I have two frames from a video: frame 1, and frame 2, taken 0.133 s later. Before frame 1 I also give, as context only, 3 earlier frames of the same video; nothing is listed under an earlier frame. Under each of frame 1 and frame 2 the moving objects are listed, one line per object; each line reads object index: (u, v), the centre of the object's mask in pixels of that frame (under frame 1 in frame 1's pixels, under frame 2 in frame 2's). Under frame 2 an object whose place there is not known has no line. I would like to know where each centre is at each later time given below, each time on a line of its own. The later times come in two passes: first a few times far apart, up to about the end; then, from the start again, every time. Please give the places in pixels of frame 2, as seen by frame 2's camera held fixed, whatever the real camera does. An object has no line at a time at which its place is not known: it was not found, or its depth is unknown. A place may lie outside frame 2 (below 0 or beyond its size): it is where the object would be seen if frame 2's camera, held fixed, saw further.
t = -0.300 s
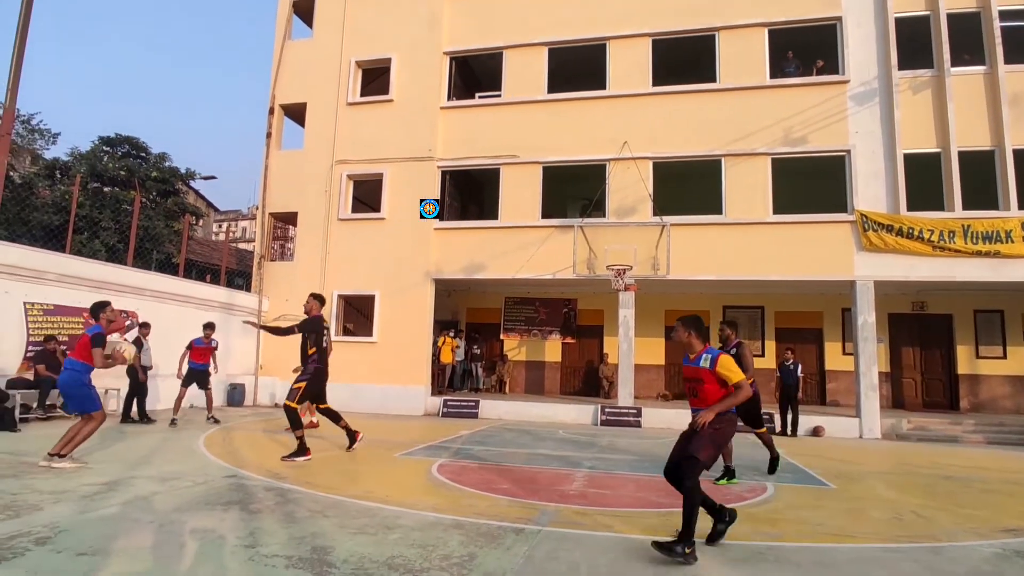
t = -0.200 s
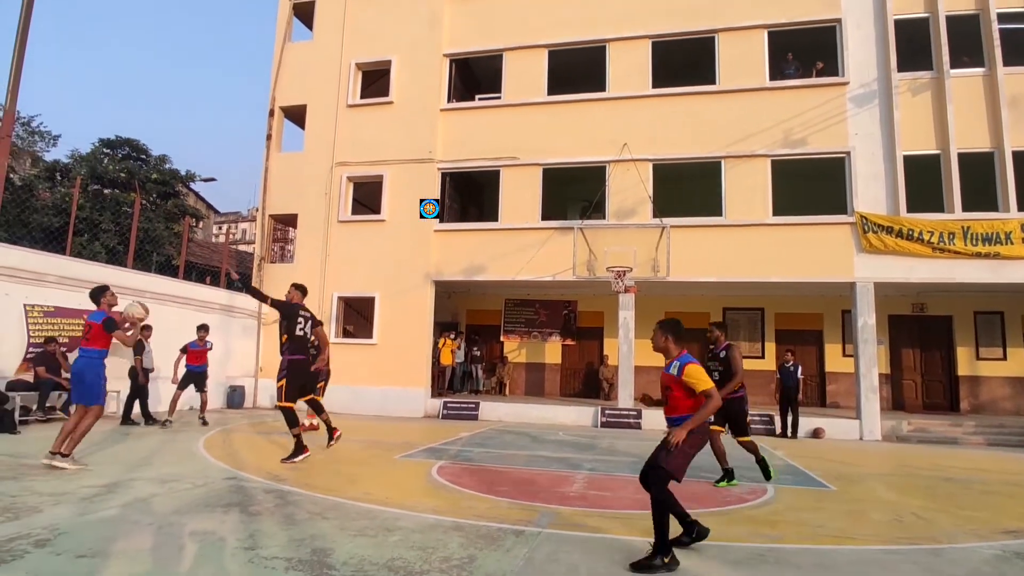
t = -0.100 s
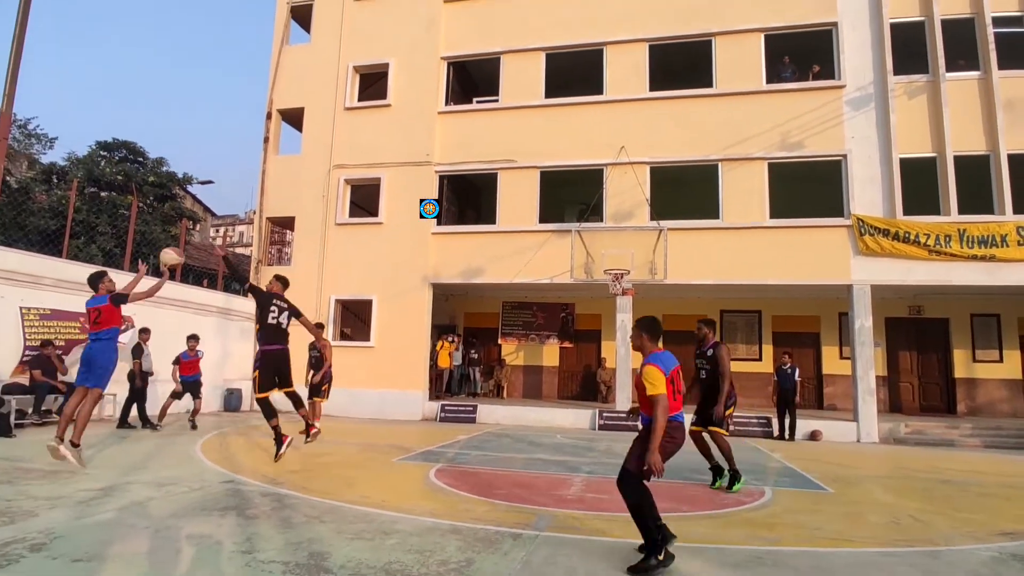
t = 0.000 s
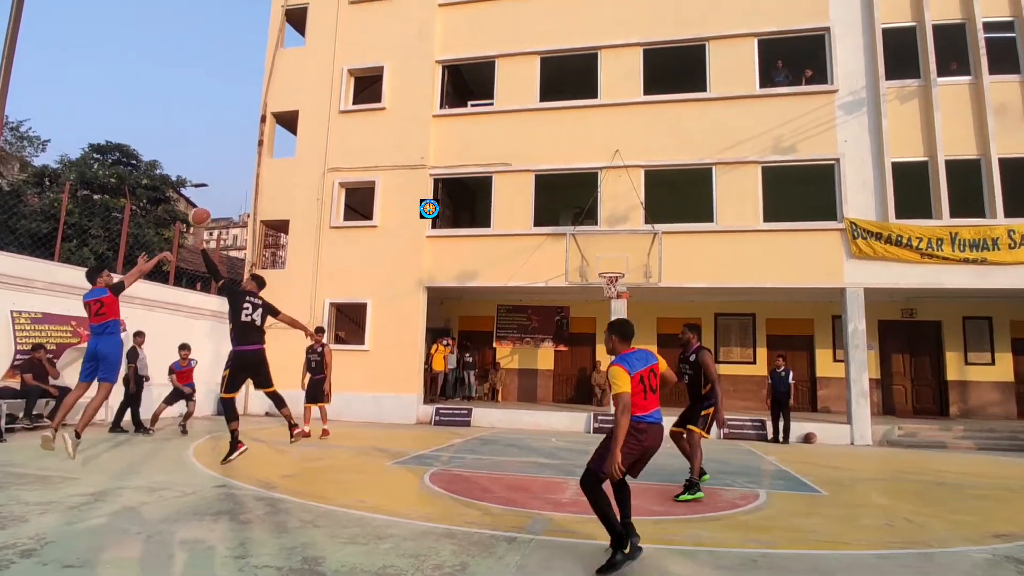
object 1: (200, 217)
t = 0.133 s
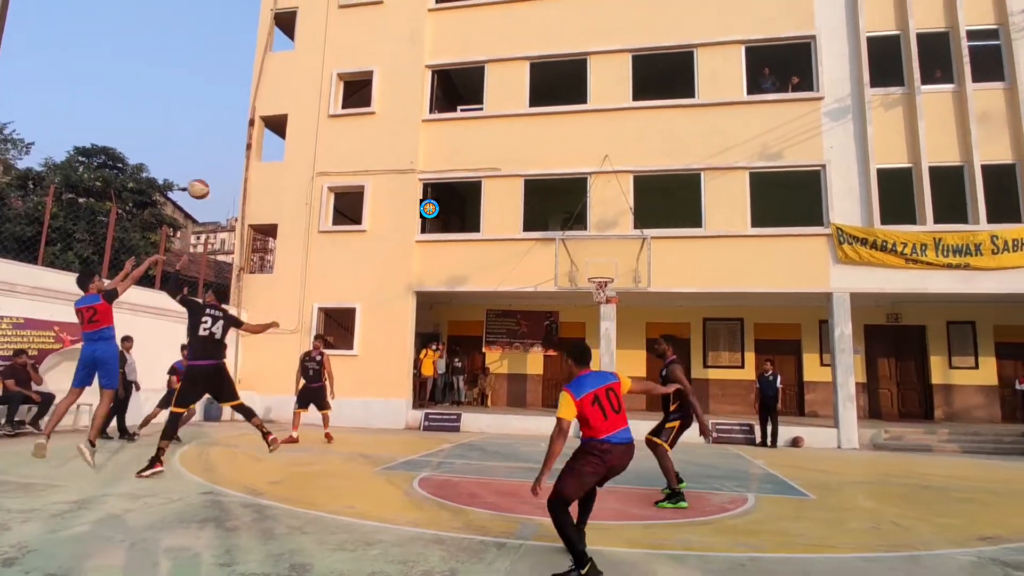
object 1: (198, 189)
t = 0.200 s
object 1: (203, 179)
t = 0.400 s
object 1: (215, 170)
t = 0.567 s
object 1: (222, 185)
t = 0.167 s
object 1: (201, 183)
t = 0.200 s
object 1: (203, 179)
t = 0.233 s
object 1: (206, 175)
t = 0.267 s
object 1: (208, 172)
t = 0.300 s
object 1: (210, 170)
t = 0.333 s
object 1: (212, 169)
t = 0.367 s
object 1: (214, 169)
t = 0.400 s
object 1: (215, 170)
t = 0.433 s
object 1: (217, 171)
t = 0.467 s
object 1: (218, 173)
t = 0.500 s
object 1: (220, 176)
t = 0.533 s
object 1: (221, 180)
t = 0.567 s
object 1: (222, 185)
